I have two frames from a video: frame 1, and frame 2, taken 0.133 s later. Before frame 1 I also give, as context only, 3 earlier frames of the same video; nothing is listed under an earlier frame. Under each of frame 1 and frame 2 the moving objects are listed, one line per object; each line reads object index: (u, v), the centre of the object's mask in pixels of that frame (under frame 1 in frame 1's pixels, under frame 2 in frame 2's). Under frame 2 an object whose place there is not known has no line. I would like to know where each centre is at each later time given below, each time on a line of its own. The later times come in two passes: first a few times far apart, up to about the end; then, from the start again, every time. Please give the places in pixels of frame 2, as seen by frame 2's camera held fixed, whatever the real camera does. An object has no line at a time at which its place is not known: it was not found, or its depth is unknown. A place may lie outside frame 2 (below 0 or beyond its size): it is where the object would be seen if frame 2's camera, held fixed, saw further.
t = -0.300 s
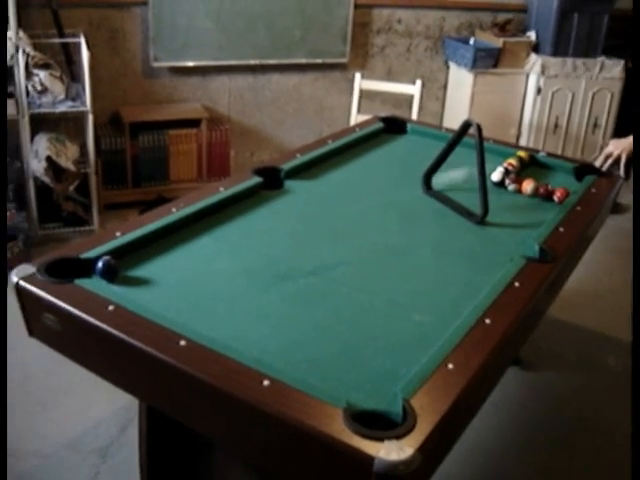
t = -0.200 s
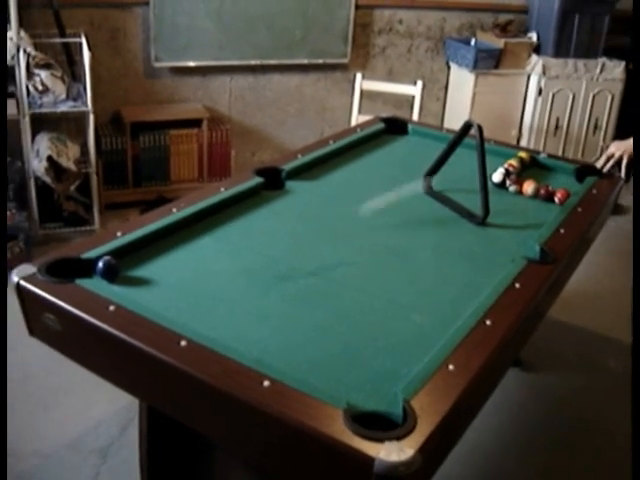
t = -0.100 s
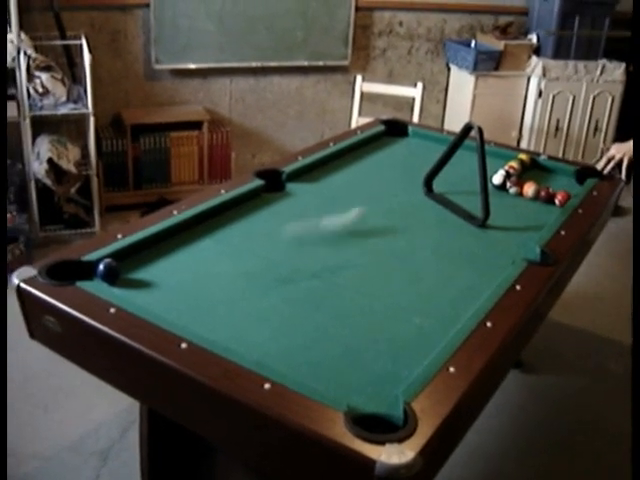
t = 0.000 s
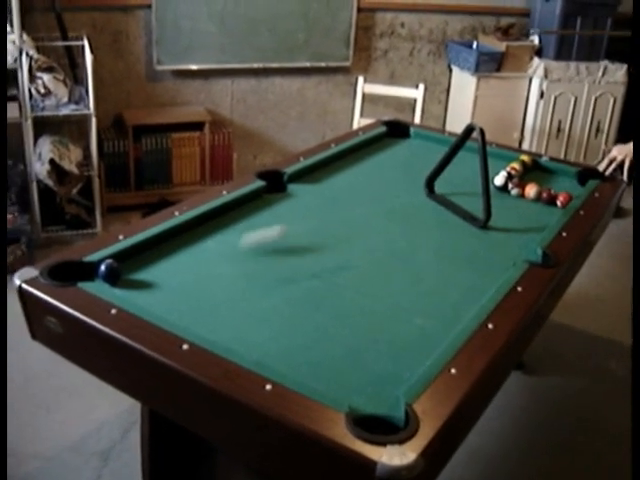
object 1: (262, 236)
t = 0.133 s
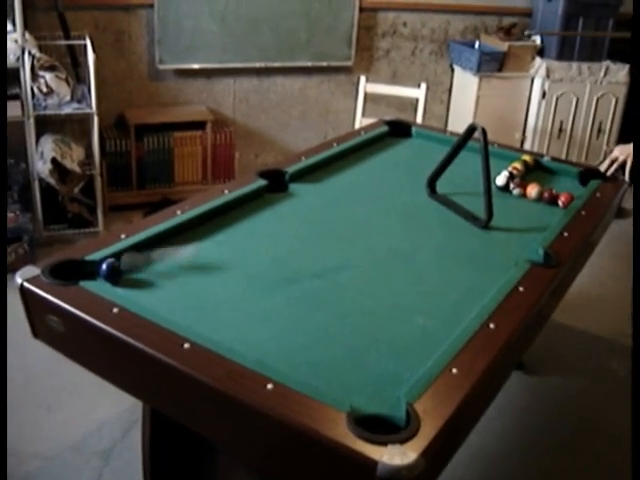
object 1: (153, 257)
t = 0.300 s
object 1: (121, 261)
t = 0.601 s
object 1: (124, 271)
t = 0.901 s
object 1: (115, 280)
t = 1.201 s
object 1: (137, 275)
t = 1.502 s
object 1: (156, 269)
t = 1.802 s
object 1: (174, 264)
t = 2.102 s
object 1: (191, 258)
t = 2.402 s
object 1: (204, 254)
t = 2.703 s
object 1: (216, 249)
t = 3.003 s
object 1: (228, 245)
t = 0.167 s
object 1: (135, 261)
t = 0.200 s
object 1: (128, 261)
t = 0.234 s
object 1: (127, 261)
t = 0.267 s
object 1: (122, 261)
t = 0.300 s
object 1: (121, 261)
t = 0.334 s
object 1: (121, 261)
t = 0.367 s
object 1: (122, 262)
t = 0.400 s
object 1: (124, 263)
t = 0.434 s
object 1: (125, 264)
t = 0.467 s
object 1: (125, 265)
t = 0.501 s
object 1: (125, 267)
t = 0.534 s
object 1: (126, 268)
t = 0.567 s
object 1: (125, 270)
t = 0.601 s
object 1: (124, 271)
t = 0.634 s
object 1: (123, 273)
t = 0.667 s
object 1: (120, 275)
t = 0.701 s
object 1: (119, 276)
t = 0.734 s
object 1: (115, 278)
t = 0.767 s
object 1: (113, 278)
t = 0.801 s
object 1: (111, 280)
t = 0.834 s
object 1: (112, 280)
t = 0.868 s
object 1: (113, 280)
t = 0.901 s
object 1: (115, 280)
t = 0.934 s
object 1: (118, 280)
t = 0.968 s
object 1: (120, 280)
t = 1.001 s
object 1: (123, 279)
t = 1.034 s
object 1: (125, 278)
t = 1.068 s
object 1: (128, 278)
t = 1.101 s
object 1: (129, 277)
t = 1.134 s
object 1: (133, 277)
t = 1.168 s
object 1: (134, 276)
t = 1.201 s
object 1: (137, 275)
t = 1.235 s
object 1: (139, 274)
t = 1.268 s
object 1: (141, 274)
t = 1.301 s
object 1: (144, 273)
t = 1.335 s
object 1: (145, 272)
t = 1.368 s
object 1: (148, 272)
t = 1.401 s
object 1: (150, 271)
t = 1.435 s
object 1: (152, 271)
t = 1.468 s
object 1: (154, 270)
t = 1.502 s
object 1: (156, 269)
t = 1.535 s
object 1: (159, 268)
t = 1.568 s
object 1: (160, 268)
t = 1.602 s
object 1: (162, 267)
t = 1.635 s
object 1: (165, 267)
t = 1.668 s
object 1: (166, 266)
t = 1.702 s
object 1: (168, 266)
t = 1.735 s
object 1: (170, 265)
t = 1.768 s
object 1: (172, 264)
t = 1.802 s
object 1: (174, 264)
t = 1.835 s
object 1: (176, 263)
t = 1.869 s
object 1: (178, 263)
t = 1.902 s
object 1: (179, 262)
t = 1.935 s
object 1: (182, 261)
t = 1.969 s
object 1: (184, 261)
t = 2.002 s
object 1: (185, 260)
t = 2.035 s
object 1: (187, 259)
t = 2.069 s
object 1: (189, 259)
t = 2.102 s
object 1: (191, 258)
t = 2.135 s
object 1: (192, 258)
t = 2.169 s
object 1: (193, 257)
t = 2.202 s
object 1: (195, 257)
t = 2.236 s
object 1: (196, 256)
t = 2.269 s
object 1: (198, 256)
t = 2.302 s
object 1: (200, 255)
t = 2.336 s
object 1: (201, 255)
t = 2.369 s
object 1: (203, 254)
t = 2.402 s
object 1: (204, 254)
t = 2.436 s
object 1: (206, 253)
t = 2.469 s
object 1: (207, 253)
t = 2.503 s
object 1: (209, 252)
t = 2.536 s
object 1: (210, 252)
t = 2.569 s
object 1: (212, 251)
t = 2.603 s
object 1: (213, 251)
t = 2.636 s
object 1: (214, 250)
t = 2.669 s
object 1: (216, 250)
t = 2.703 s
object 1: (216, 249)
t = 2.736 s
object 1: (218, 248)
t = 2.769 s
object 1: (219, 248)
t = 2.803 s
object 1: (221, 248)
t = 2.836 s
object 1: (222, 247)
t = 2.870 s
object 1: (223, 247)
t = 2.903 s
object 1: (225, 246)
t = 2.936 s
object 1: (226, 246)
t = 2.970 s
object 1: (227, 245)
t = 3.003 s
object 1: (228, 245)
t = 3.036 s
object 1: (229, 244)
